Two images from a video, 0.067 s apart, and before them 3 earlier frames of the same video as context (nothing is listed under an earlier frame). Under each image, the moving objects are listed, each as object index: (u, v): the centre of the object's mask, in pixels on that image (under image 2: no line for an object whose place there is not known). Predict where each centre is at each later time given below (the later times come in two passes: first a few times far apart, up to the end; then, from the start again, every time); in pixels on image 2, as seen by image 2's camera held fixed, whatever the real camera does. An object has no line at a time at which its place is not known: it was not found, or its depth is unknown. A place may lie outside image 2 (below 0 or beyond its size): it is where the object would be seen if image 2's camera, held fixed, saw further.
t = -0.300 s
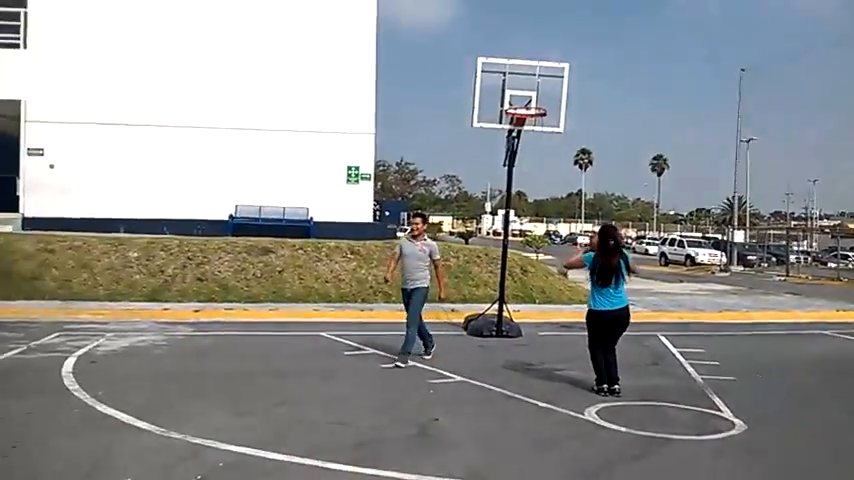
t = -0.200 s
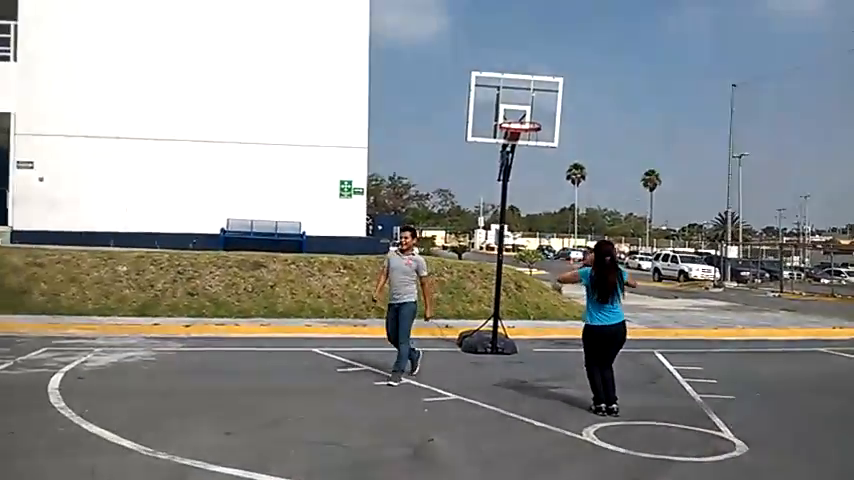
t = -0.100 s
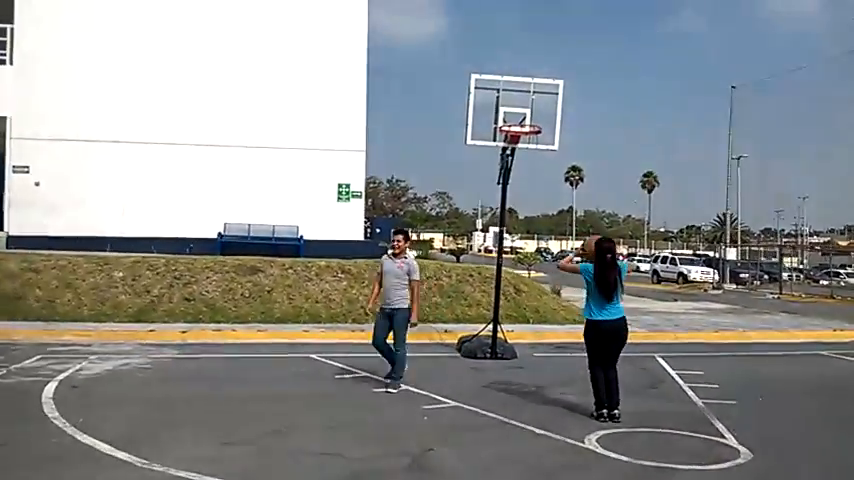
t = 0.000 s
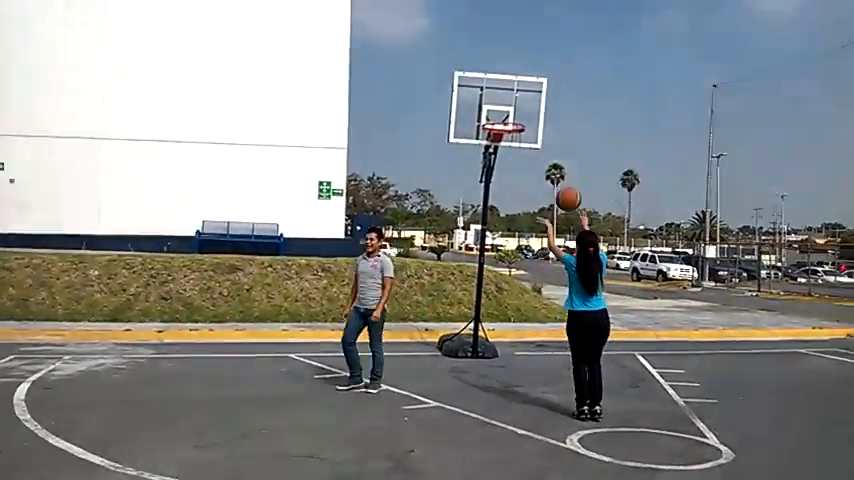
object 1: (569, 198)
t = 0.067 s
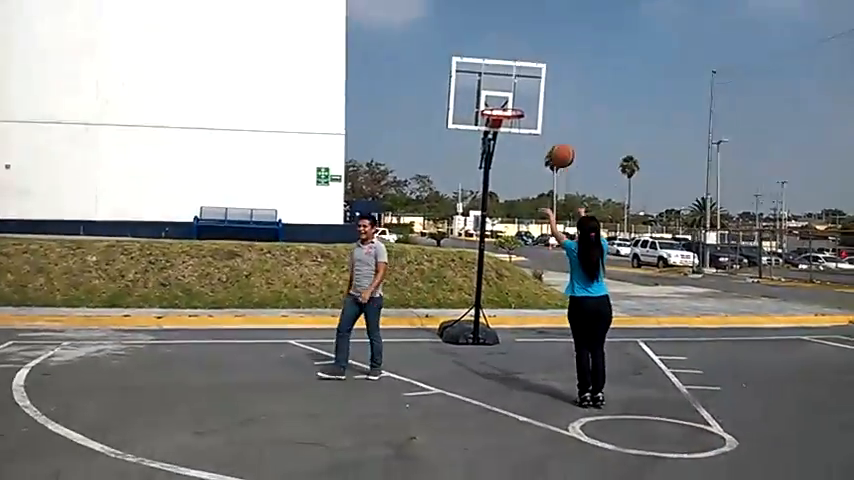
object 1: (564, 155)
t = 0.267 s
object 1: (554, 89)
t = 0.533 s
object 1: (514, 86)
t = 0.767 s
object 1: (501, 103)
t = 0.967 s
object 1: (506, 129)
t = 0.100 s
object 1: (561, 141)
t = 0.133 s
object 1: (559, 130)
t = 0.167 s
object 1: (556, 119)
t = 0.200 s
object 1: (553, 108)
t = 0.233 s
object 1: (553, 99)
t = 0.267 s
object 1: (554, 89)
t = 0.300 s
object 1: (546, 82)
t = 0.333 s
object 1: (538, 85)
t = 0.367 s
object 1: (534, 86)
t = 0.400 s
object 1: (531, 82)
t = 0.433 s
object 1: (528, 83)
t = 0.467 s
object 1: (523, 84)
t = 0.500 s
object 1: (517, 85)
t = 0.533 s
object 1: (514, 86)
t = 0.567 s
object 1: (515, 91)
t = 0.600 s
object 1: (515, 95)
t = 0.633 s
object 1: (515, 99)
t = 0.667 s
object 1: (510, 102)
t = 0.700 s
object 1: (506, 103)
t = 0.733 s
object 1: (503, 103)
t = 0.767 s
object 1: (501, 103)
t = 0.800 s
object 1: (503, 105)
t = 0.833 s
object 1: (504, 106)
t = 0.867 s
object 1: (506, 111)
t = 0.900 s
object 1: (507, 115)
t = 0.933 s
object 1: (507, 123)
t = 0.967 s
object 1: (506, 129)
